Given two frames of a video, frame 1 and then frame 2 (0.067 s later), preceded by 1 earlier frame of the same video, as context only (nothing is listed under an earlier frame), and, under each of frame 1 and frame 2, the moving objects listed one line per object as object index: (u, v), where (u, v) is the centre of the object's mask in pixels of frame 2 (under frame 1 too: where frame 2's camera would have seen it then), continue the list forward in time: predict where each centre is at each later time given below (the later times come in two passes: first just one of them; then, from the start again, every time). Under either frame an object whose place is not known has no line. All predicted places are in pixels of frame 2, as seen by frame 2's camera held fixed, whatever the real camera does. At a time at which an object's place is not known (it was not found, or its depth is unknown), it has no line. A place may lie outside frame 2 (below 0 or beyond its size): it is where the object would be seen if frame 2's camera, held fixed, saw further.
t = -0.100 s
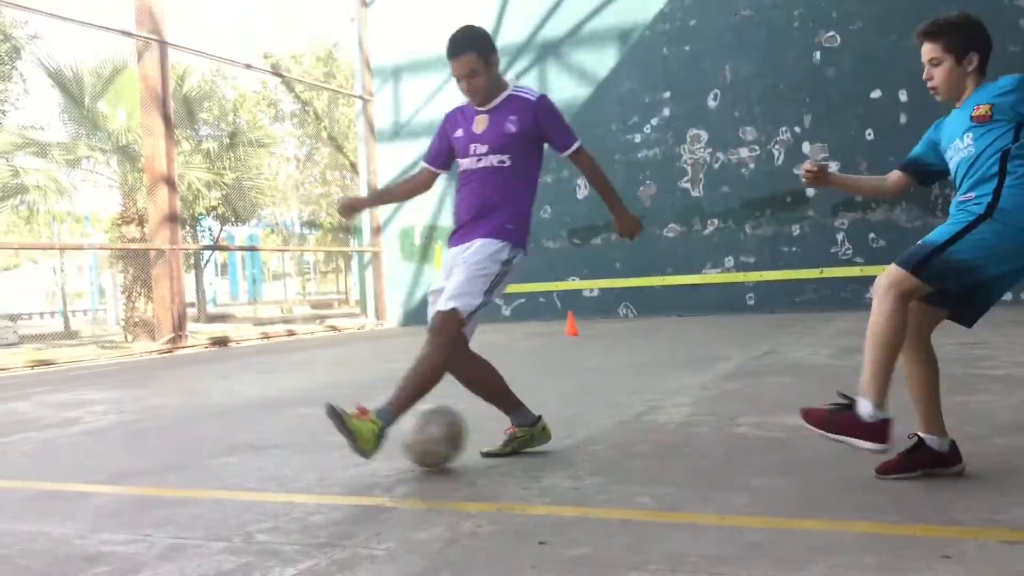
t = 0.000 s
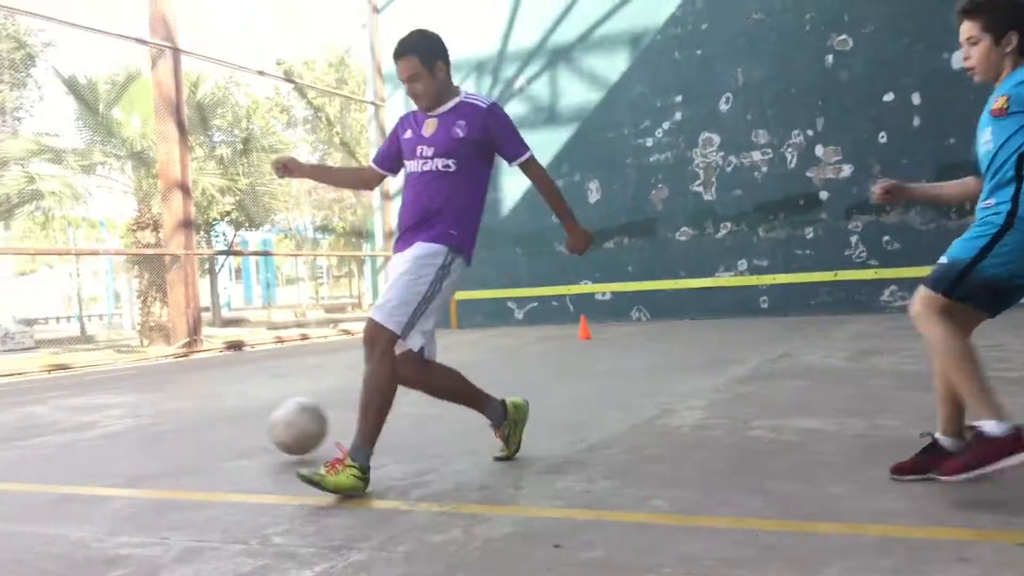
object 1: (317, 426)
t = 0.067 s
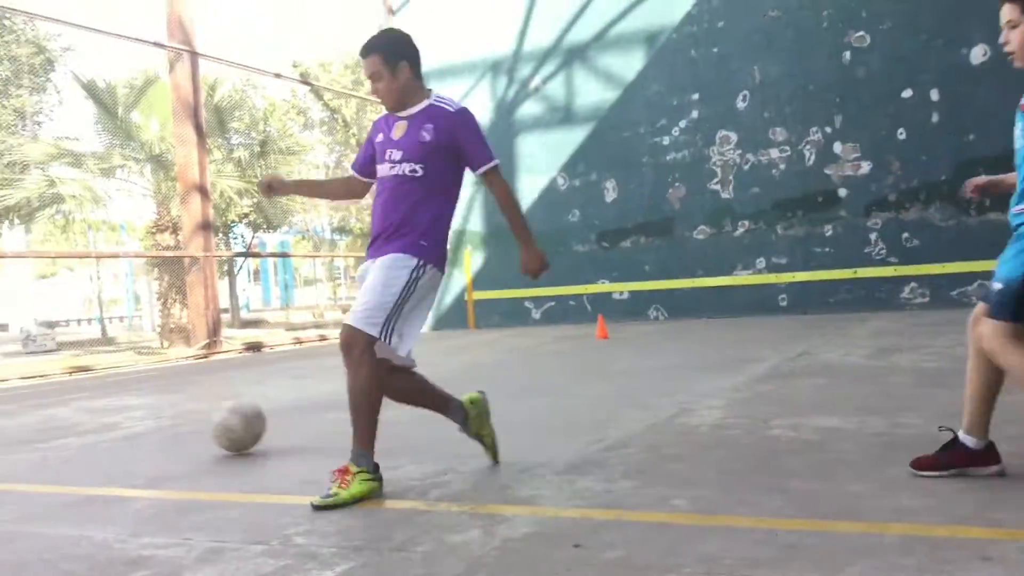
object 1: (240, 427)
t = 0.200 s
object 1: (113, 422)
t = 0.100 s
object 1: (204, 421)
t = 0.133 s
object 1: (171, 420)
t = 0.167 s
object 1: (140, 421)
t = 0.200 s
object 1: (113, 422)
